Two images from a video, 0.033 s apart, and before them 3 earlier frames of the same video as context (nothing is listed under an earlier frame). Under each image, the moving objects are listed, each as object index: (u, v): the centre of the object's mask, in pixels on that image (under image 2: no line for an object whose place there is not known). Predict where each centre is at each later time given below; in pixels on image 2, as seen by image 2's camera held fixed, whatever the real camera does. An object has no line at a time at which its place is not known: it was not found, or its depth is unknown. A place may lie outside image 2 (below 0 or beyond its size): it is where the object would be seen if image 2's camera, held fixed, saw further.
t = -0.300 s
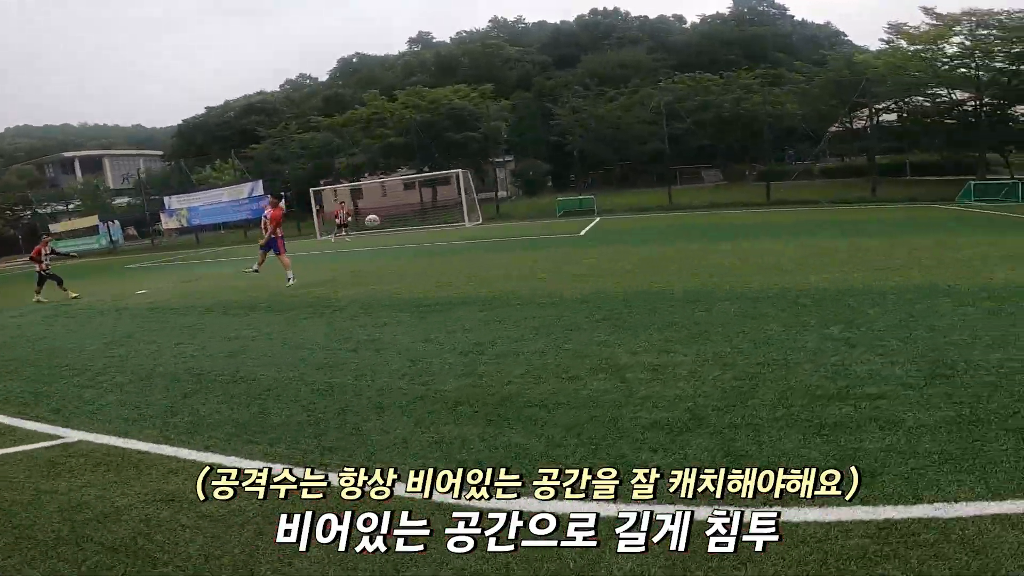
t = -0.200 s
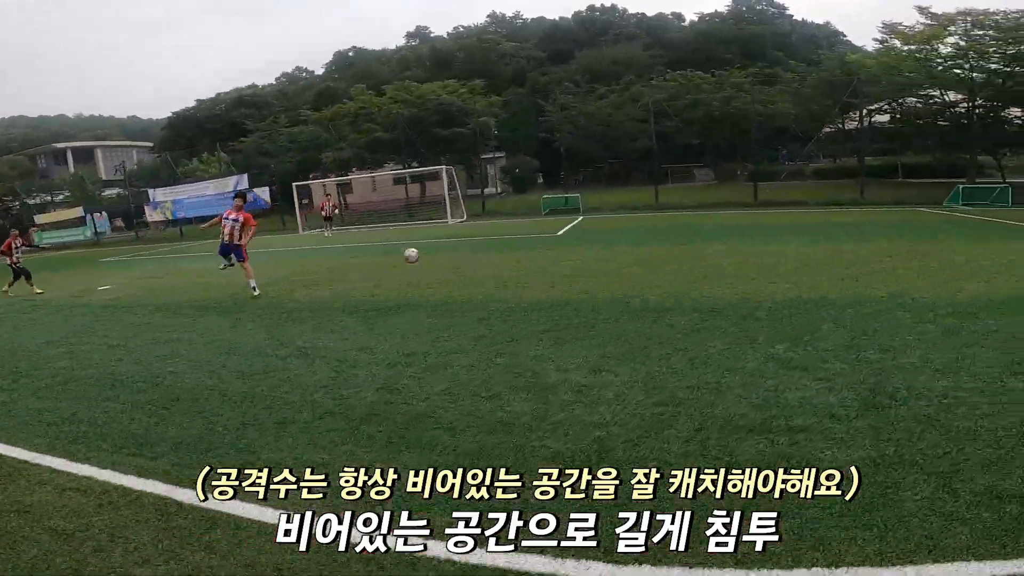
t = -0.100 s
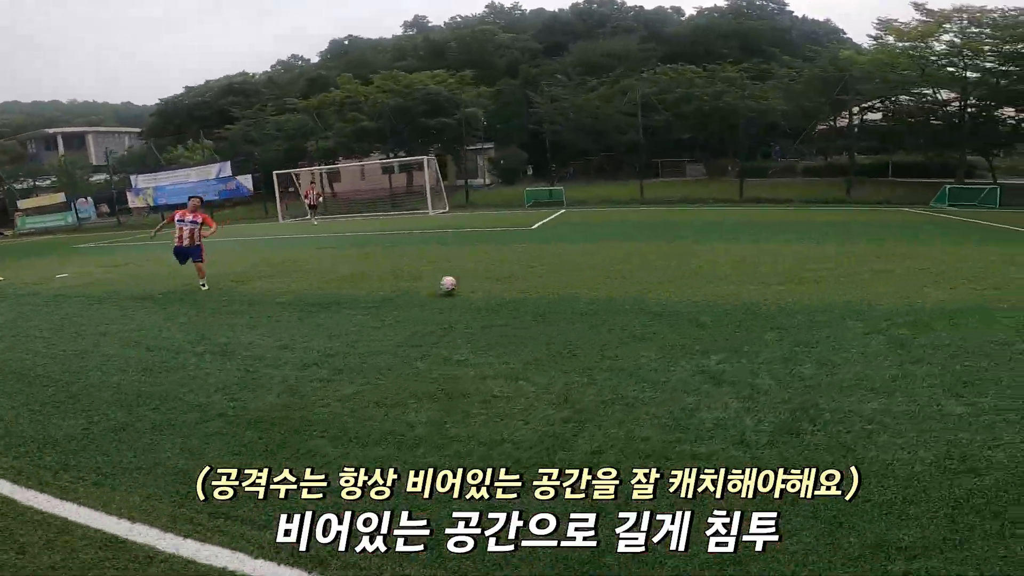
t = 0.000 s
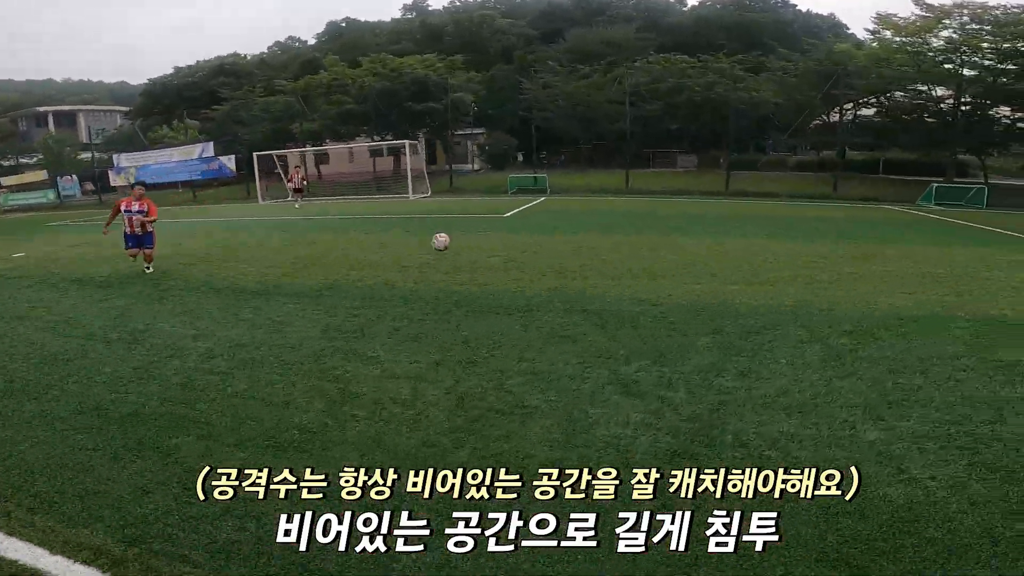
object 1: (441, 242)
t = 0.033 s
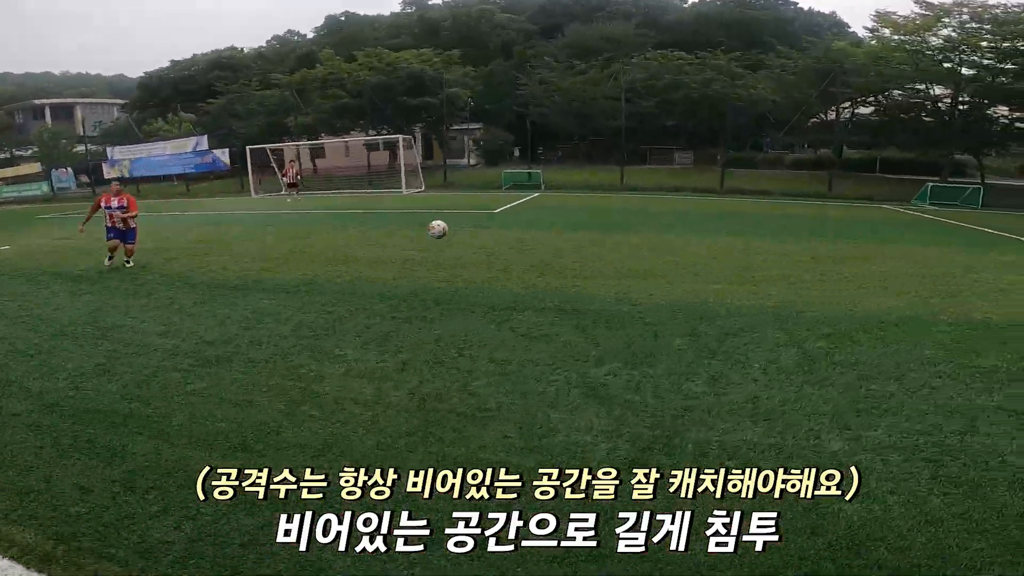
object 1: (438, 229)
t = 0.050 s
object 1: (442, 225)
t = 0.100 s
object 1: (453, 213)
